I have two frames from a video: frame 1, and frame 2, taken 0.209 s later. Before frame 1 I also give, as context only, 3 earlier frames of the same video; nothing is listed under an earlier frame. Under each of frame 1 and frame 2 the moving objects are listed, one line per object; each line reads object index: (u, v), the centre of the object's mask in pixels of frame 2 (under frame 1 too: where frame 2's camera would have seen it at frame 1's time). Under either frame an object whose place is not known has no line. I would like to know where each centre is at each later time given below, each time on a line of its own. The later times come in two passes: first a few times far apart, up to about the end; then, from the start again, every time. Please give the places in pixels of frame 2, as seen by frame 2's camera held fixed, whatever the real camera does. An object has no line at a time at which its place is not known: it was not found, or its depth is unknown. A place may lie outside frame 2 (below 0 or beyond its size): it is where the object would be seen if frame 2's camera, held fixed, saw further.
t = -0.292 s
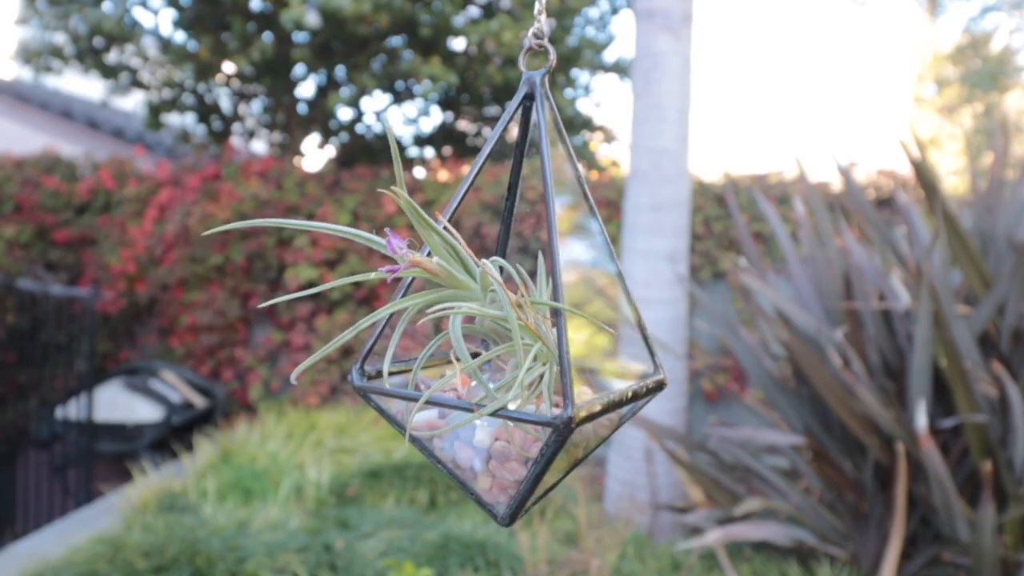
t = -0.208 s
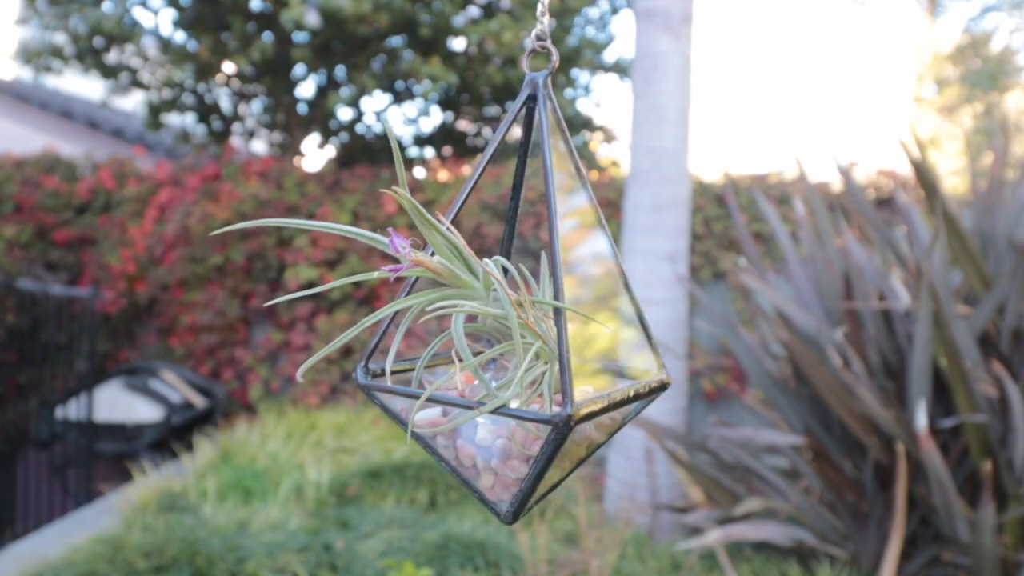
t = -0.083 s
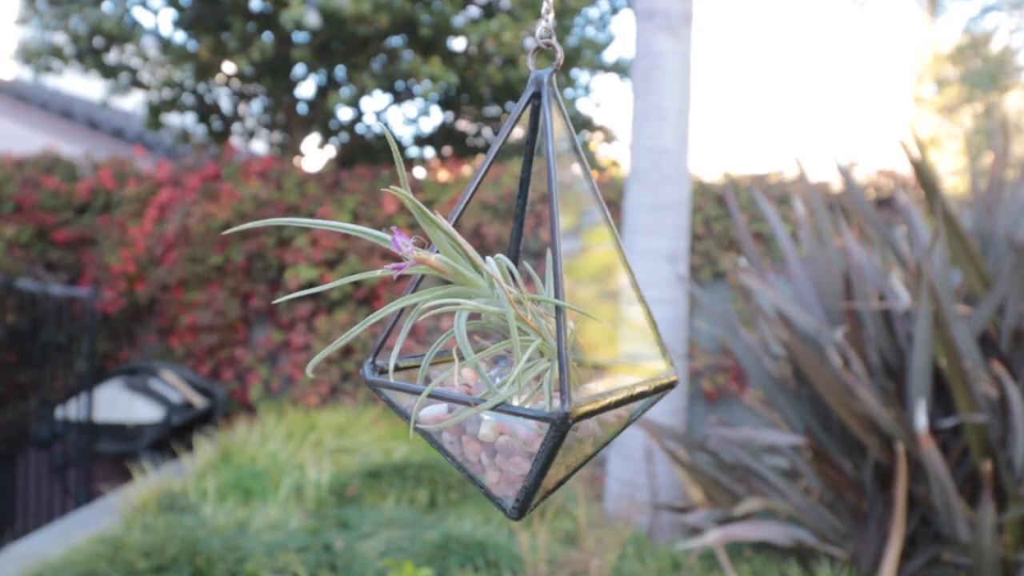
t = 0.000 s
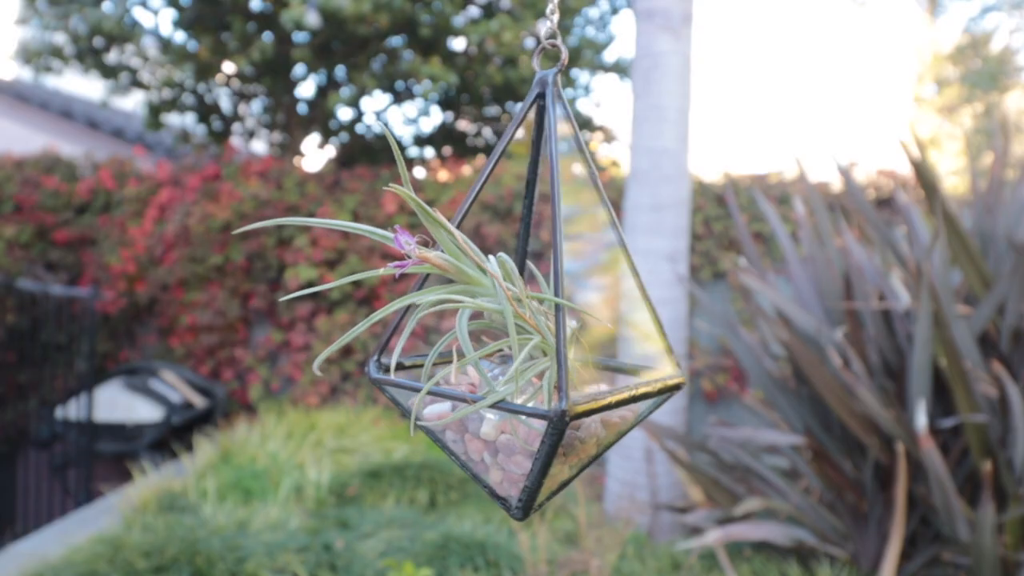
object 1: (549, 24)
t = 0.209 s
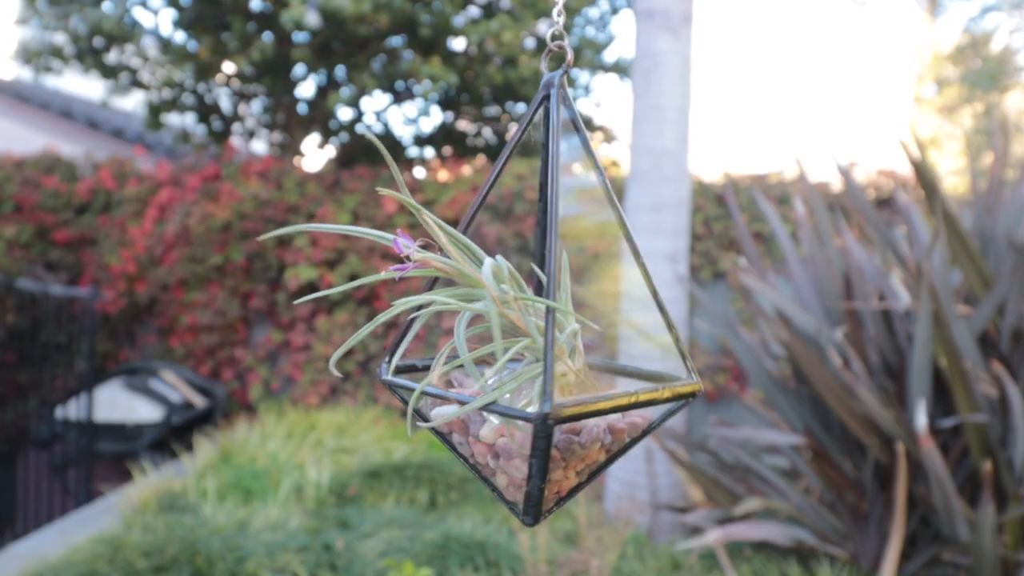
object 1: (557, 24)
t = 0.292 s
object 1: (558, 25)
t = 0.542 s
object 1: (557, 26)
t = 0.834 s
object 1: (557, 27)
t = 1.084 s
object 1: (565, 27)
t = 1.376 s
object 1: (576, 29)
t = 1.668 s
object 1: (579, 24)
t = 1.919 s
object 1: (576, 24)
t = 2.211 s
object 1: (570, 26)
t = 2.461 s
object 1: (566, 27)
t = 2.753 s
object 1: (567, 24)
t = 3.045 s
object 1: (573, 25)
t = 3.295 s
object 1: (573, 25)
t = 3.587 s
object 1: (570, 24)
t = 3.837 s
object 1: (570, 26)
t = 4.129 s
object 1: (571, 23)
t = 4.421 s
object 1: (571, 23)
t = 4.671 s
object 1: (572, 30)
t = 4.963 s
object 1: (572, 30)
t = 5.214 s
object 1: (571, 32)
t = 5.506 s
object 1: (574, 31)
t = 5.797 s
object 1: (570, 32)
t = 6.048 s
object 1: (566, 33)
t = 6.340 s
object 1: (572, 34)
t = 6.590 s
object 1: (577, 33)
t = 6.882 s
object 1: (578, 29)
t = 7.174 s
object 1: (576, 28)
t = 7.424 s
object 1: (573, 29)
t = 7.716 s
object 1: (573, 31)
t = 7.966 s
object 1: (578, 33)
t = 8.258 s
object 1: (585, 35)
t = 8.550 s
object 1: (587, 34)
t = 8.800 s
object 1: (585, 35)
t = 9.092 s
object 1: (582, 34)
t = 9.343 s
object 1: (578, 32)
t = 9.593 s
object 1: (575, 31)
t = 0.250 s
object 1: (558, 25)
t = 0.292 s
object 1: (558, 25)
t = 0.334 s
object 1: (557, 25)
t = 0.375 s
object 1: (558, 25)
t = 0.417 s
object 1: (560, 26)
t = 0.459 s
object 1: (560, 26)
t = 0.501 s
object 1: (558, 26)
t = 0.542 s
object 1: (557, 26)
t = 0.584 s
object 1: (557, 26)
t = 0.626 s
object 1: (558, 26)
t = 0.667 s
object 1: (558, 27)
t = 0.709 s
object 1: (556, 27)
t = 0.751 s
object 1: (555, 27)
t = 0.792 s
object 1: (556, 26)
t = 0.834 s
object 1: (557, 27)
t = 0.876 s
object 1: (559, 26)
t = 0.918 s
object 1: (559, 27)
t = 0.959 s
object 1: (559, 26)
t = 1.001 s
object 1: (559, 26)
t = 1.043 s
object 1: (562, 27)
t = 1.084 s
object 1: (565, 27)
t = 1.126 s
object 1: (566, 26)
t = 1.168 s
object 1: (567, 25)
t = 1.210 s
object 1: (569, 25)
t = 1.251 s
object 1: (571, 26)
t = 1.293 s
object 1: (574, 29)
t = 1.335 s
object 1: (576, 29)
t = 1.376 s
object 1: (576, 29)
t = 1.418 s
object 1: (576, 29)
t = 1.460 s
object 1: (577, 29)
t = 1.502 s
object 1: (579, 28)
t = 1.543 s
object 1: (580, 28)
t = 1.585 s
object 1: (580, 27)
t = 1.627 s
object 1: (579, 25)
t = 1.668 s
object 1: (579, 24)
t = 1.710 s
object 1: (580, 23)
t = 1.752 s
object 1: (580, 24)
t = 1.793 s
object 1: (579, 25)
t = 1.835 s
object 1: (577, 25)
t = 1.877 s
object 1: (575, 24)
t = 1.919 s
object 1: (576, 24)
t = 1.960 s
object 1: (576, 25)
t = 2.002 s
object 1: (574, 26)
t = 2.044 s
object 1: (572, 26)
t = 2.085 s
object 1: (571, 25)
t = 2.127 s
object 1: (570, 26)
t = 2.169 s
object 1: (570, 26)
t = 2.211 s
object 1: (570, 26)
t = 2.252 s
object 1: (568, 26)
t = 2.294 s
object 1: (566, 26)
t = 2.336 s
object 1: (566, 26)
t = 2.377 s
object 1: (567, 26)
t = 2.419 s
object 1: (568, 26)
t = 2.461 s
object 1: (566, 27)
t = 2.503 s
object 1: (566, 26)
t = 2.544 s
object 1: (566, 24)
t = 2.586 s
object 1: (568, 24)
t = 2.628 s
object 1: (568, 24)
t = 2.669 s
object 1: (568, 24)
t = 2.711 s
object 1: (567, 24)
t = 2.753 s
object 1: (567, 24)
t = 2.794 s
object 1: (569, 24)
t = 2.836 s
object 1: (570, 25)
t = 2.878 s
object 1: (570, 25)
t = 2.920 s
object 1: (570, 24)
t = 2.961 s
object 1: (570, 24)
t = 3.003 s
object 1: (572, 25)
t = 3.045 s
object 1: (573, 25)
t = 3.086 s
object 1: (572, 26)
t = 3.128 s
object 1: (571, 25)
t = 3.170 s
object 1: (572, 26)
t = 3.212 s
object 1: (574, 25)
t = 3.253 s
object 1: (575, 25)
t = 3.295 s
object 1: (573, 25)
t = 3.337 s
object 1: (571, 25)
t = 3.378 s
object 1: (572, 25)
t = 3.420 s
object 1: (573, 25)
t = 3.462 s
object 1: (574, 26)
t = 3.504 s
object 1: (572, 25)
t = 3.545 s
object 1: (570, 25)
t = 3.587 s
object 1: (570, 24)
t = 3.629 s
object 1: (571, 26)
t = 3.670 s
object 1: (572, 25)
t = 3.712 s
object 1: (571, 25)
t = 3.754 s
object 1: (569, 25)
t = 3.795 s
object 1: (568, 25)
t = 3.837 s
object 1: (570, 26)
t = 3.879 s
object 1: (571, 27)
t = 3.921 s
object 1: (571, 26)
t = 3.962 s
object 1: (569, 26)
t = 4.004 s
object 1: (568, 24)
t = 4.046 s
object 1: (570, 25)
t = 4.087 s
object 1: (572, 22)
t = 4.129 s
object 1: (571, 23)
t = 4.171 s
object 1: (571, 23)
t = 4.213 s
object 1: (570, 23)
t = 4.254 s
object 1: (571, 23)
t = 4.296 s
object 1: (573, 22)
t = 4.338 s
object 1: (573, 24)
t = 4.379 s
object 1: (572, 24)
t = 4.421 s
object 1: (571, 23)
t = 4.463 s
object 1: (572, 25)
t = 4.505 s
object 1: (574, 26)
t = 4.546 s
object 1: (574, 26)
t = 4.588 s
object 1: (573, 29)
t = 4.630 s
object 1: (572, 29)
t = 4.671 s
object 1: (572, 30)
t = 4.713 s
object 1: (573, 29)
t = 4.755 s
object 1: (573, 31)
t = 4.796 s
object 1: (572, 32)
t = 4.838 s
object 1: (571, 31)
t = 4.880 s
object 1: (571, 29)
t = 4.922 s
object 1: (572, 30)
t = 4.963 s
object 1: (572, 30)
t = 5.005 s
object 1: (572, 29)
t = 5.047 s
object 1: (571, 30)
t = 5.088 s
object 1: (572, 30)
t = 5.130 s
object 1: (572, 31)
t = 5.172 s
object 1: (572, 31)
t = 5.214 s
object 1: (571, 32)
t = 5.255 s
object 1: (572, 31)
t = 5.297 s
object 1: (572, 32)
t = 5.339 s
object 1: (574, 32)
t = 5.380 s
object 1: (573, 32)
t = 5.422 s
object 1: (573, 30)
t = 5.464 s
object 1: (572, 31)
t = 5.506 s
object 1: (574, 31)
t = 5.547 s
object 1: (574, 31)
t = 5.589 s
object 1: (573, 31)
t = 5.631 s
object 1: (571, 31)
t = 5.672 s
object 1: (571, 31)
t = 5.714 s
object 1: (571, 32)
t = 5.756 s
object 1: (572, 31)
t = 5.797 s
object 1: (570, 32)
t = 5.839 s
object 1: (569, 32)
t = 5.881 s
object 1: (568, 32)
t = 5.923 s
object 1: (569, 33)
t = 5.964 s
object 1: (569, 33)
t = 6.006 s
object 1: (568, 33)
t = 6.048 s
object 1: (566, 33)
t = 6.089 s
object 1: (567, 34)
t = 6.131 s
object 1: (569, 33)
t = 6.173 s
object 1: (569, 34)
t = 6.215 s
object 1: (568, 34)
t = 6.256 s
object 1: (568, 34)
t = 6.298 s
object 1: (569, 34)
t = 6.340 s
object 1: (572, 34)
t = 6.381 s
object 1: (572, 34)
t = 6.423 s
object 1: (572, 33)
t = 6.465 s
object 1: (572, 33)
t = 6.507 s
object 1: (574, 33)
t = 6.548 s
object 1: (576, 33)
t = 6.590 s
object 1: (577, 33)
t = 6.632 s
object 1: (576, 32)
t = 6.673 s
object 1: (577, 32)
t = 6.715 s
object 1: (578, 32)
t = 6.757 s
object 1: (579, 31)
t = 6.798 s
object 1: (579, 31)
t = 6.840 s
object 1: (579, 30)
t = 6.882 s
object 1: (578, 29)
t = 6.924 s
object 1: (579, 28)
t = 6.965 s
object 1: (579, 28)
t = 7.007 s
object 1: (578, 28)
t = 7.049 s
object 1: (577, 27)
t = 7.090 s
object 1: (576, 27)
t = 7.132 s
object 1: (576, 27)
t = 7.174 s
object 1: (576, 28)
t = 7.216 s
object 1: (575, 29)
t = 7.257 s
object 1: (573, 29)
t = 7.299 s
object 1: (573, 29)
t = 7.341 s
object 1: (573, 30)
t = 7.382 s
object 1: (574, 28)
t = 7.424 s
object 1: (573, 29)
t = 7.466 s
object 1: (571, 29)
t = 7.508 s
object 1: (571, 29)
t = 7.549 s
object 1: (573, 29)
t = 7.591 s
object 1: (574, 30)
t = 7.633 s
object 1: (574, 30)
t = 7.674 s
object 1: (573, 30)
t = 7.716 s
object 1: (573, 31)
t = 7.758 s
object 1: (574, 31)
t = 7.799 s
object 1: (576, 31)
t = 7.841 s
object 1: (576, 32)
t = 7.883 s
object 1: (576, 32)
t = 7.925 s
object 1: (577, 32)
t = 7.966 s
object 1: (578, 33)
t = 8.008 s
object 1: (580, 33)
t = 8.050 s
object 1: (581, 32)
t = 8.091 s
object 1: (581, 33)
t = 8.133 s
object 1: (581, 34)
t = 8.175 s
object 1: (582, 34)
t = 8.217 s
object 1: (584, 35)
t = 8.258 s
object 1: (585, 35)
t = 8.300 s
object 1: (585, 35)
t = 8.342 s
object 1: (585, 35)
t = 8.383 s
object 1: (586, 35)
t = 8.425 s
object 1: (587, 35)
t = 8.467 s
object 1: (588, 35)
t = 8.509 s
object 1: (588, 35)
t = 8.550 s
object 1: (587, 34)
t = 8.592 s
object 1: (587, 34)
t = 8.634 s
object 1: (588, 34)
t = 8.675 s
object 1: (588, 34)
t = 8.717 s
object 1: (587, 35)
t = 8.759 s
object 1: (586, 34)
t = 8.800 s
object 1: (585, 35)
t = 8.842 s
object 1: (585, 35)
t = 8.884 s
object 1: (585, 36)
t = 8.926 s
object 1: (584, 35)
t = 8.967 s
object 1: (583, 35)
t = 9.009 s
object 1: (582, 34)
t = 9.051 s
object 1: (582, 35)
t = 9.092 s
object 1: (582, 34)
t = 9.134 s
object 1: (581, 34)
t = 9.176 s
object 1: (580, 34)
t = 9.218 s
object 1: (578, 33)
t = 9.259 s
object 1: (578, 33)
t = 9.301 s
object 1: (578, 33)
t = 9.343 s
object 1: (578, 32)
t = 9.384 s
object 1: (577, 31)
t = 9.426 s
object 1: (575, 31)
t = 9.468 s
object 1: (575, 31)
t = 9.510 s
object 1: (575, 31)
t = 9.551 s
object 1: (576, 31)
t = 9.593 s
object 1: (575, 31)
